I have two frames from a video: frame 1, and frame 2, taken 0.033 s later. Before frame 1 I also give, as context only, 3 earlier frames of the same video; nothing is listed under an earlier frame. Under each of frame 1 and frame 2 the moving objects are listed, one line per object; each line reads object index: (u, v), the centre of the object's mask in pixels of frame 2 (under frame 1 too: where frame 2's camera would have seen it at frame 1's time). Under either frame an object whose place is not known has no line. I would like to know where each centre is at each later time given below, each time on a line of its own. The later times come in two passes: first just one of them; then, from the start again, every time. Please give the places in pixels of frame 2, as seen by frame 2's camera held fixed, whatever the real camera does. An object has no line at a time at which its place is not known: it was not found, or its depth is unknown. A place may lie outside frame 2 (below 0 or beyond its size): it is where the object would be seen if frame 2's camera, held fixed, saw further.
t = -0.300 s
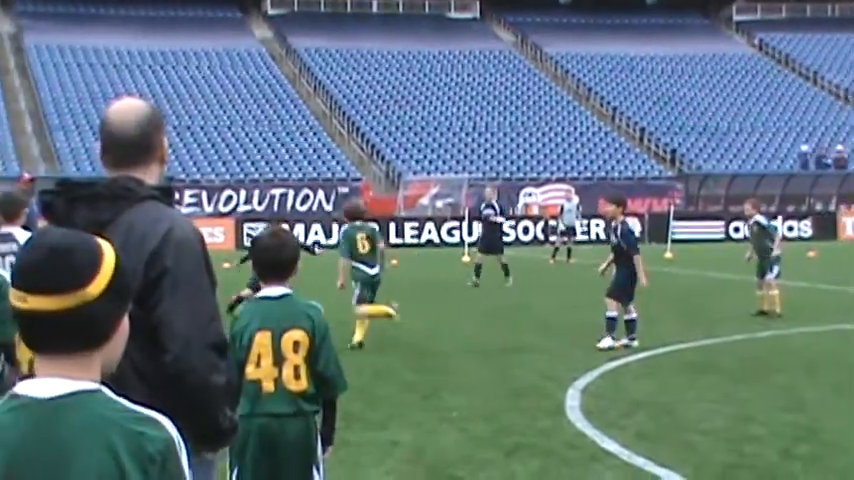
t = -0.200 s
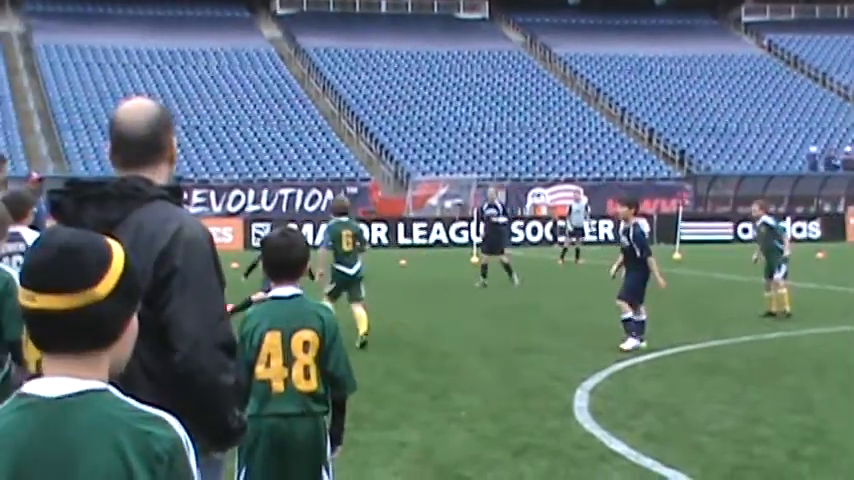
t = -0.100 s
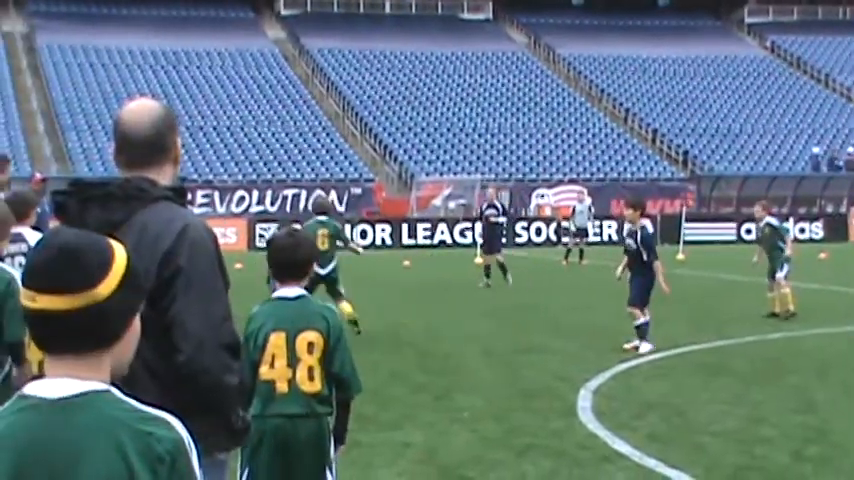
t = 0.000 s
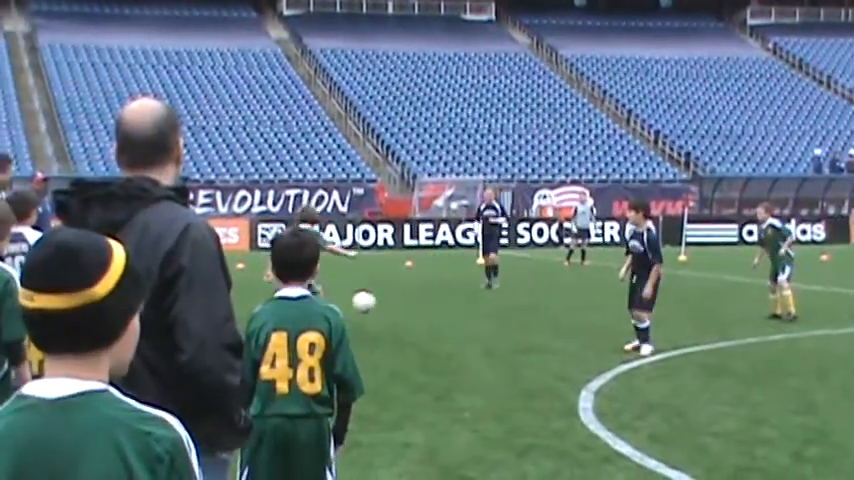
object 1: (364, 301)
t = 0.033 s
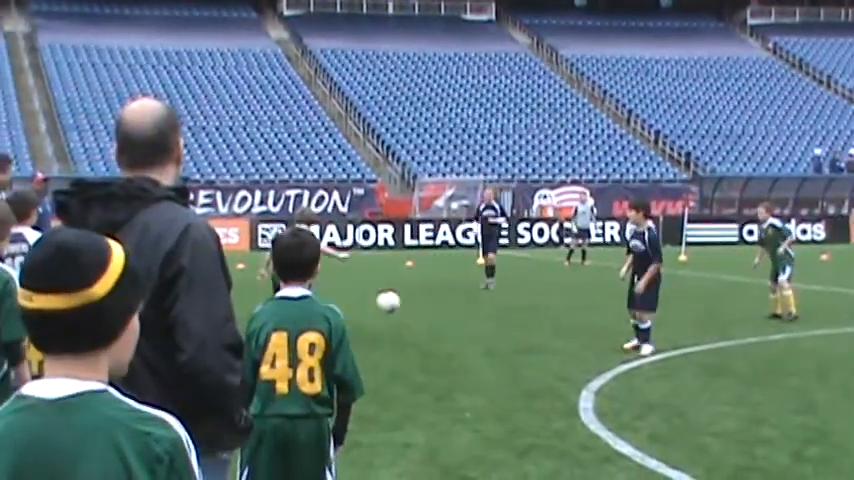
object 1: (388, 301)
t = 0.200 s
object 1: (508, 313)
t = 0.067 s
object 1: (412, 301)
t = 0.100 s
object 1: (436, 302)
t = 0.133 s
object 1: (461, 305)
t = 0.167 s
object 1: (485, 309)
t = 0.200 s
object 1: (508, 313)
